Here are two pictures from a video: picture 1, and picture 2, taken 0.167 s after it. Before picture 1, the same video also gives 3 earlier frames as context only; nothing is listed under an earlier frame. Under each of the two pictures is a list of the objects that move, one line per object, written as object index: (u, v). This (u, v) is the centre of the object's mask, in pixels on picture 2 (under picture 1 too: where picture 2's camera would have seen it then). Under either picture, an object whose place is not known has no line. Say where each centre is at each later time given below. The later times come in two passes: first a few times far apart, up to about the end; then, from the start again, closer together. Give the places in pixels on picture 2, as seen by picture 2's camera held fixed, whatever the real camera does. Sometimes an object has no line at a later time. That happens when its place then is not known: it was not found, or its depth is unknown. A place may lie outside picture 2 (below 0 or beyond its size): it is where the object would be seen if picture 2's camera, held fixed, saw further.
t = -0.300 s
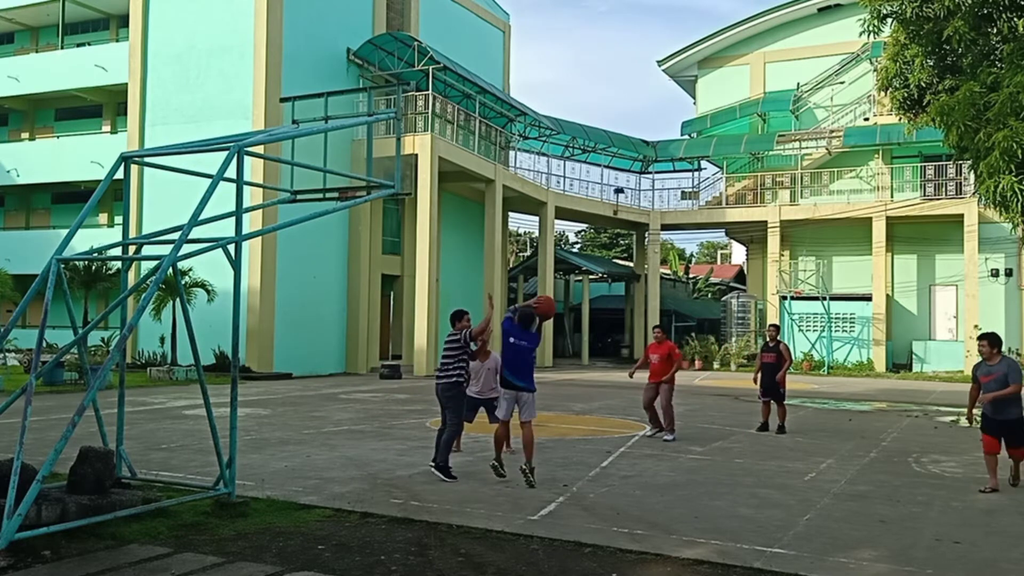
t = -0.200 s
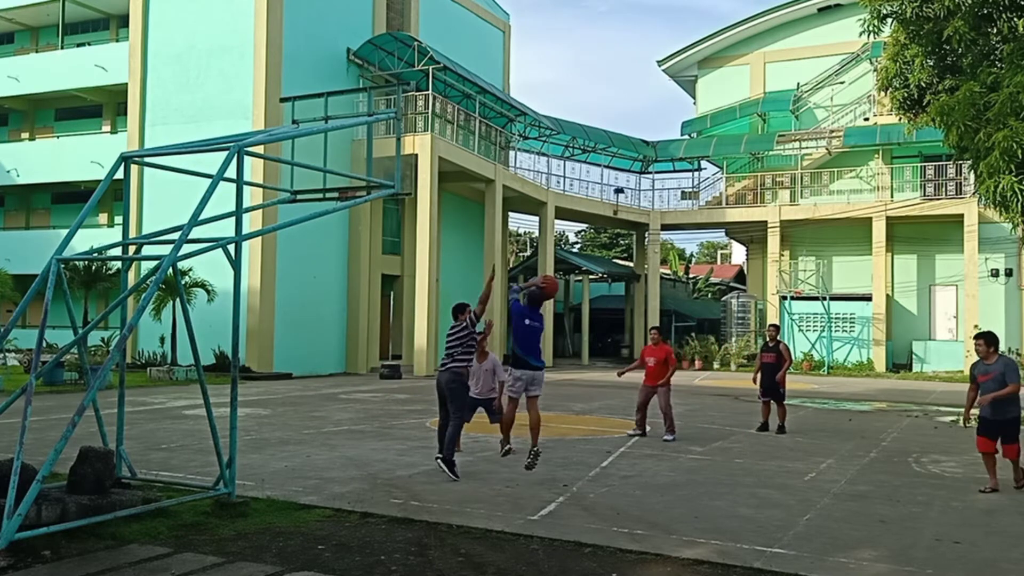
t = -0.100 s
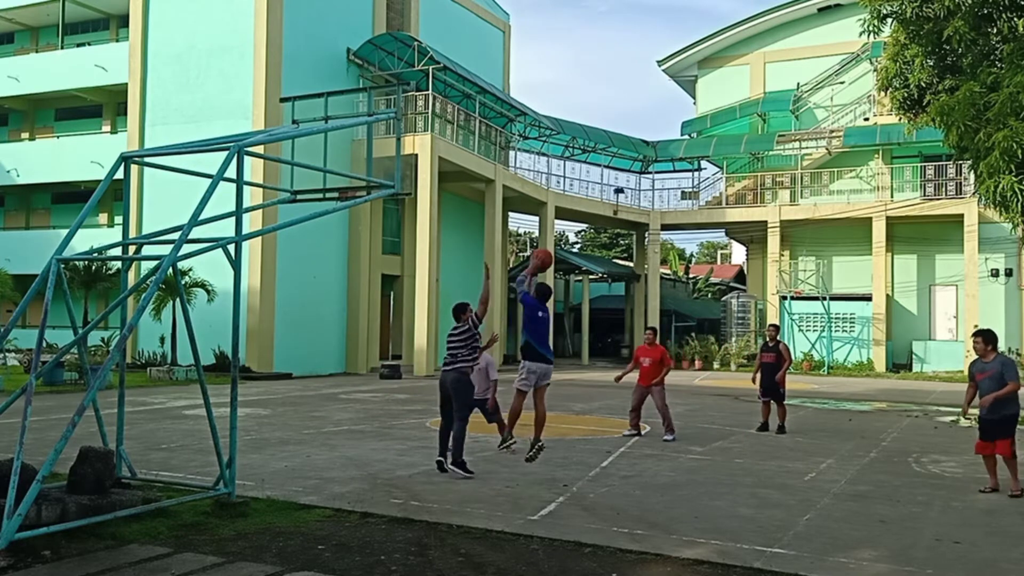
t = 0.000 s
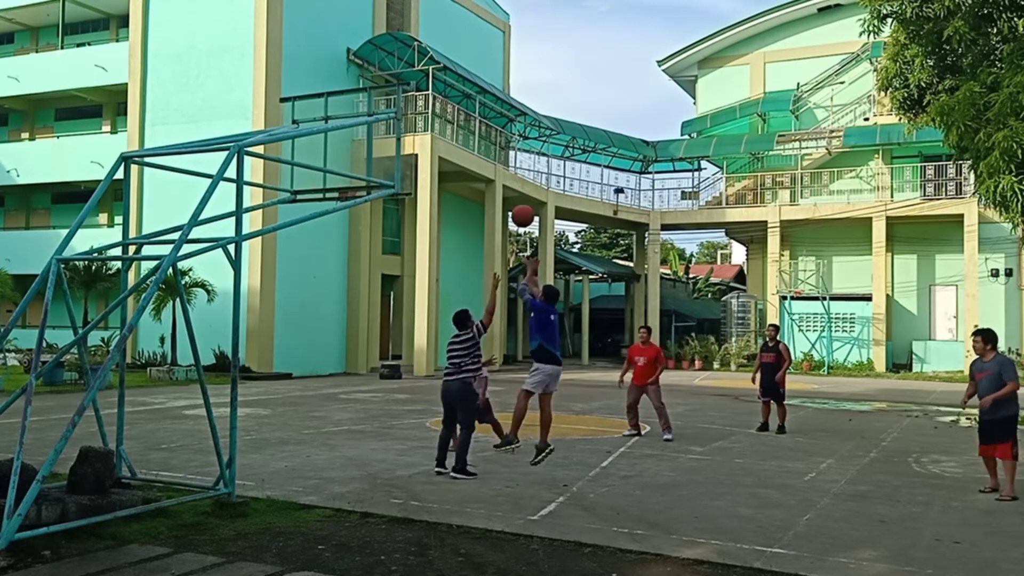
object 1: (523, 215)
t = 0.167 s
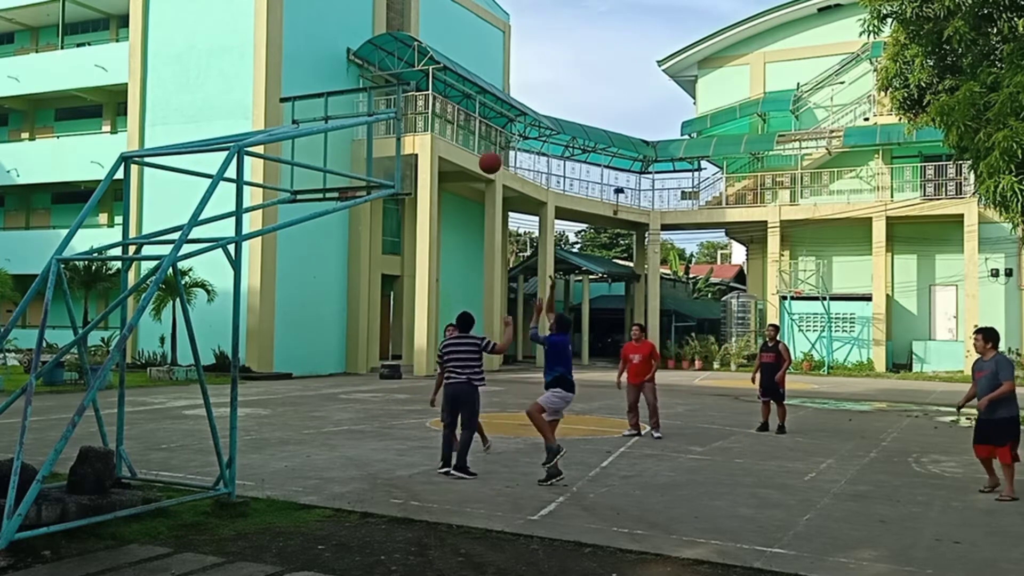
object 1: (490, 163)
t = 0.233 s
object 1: (478, 149)
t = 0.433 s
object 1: (440, 134)
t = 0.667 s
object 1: (398, 158)
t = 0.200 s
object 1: (484, 155)
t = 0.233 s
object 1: (478, 149)
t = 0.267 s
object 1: (471, 144)
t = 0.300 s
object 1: (465, 140)
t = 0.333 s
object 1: (459, 137)
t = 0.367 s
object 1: (453, 135)
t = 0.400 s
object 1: (446, 134)
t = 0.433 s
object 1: (440, 134)
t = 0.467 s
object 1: (434, 135)
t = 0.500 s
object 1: (428, 137)
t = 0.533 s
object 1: (421, 140)
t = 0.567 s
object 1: (415, 144)
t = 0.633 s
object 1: (406, 154)
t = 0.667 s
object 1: (398, 158)
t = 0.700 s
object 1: (387, 165)
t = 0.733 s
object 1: (385, 173)
